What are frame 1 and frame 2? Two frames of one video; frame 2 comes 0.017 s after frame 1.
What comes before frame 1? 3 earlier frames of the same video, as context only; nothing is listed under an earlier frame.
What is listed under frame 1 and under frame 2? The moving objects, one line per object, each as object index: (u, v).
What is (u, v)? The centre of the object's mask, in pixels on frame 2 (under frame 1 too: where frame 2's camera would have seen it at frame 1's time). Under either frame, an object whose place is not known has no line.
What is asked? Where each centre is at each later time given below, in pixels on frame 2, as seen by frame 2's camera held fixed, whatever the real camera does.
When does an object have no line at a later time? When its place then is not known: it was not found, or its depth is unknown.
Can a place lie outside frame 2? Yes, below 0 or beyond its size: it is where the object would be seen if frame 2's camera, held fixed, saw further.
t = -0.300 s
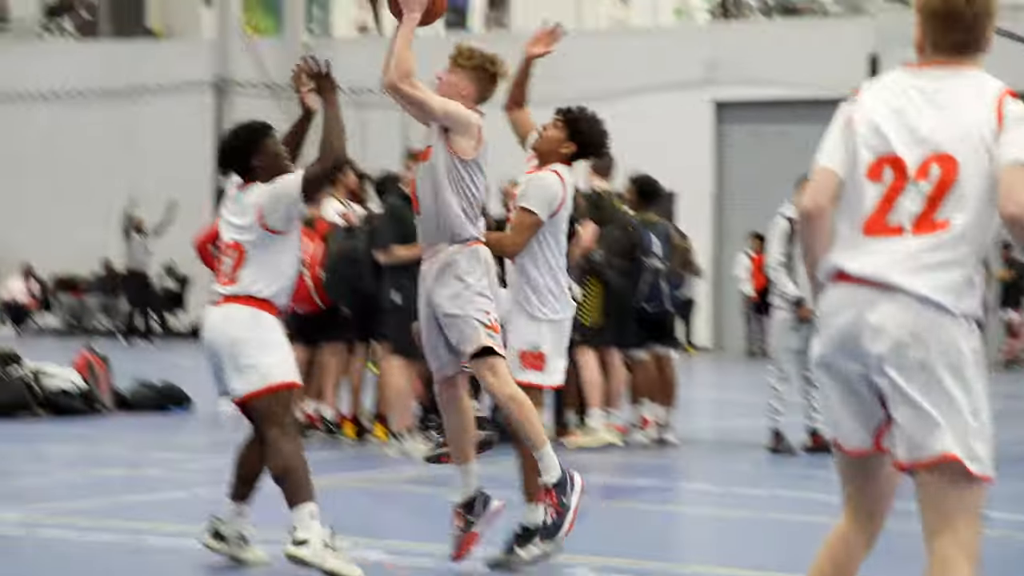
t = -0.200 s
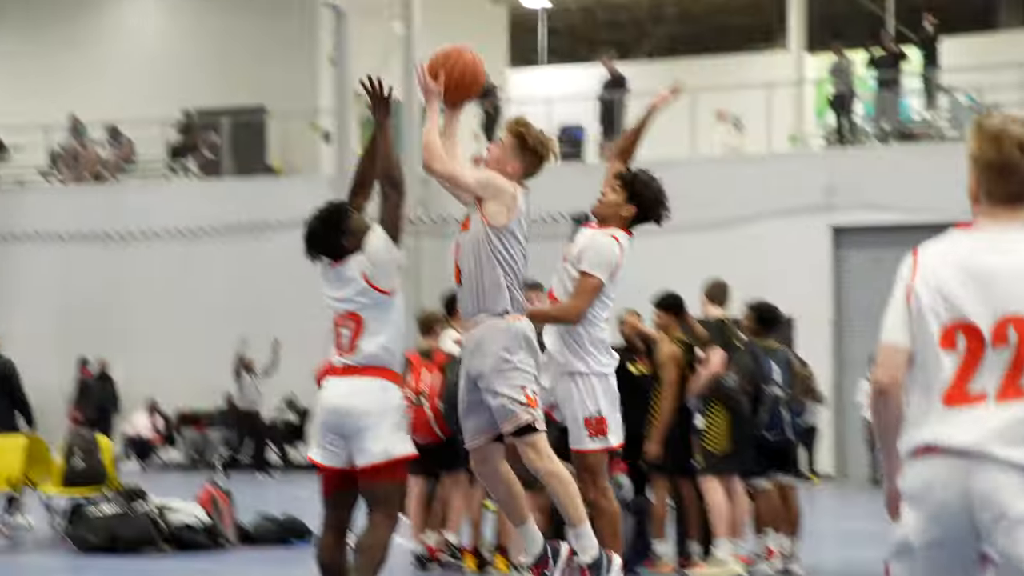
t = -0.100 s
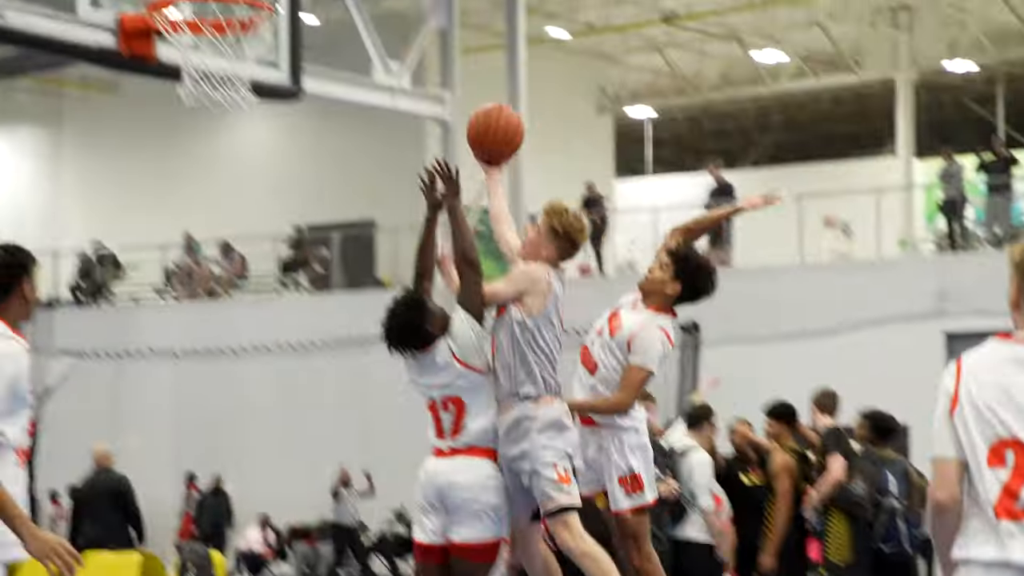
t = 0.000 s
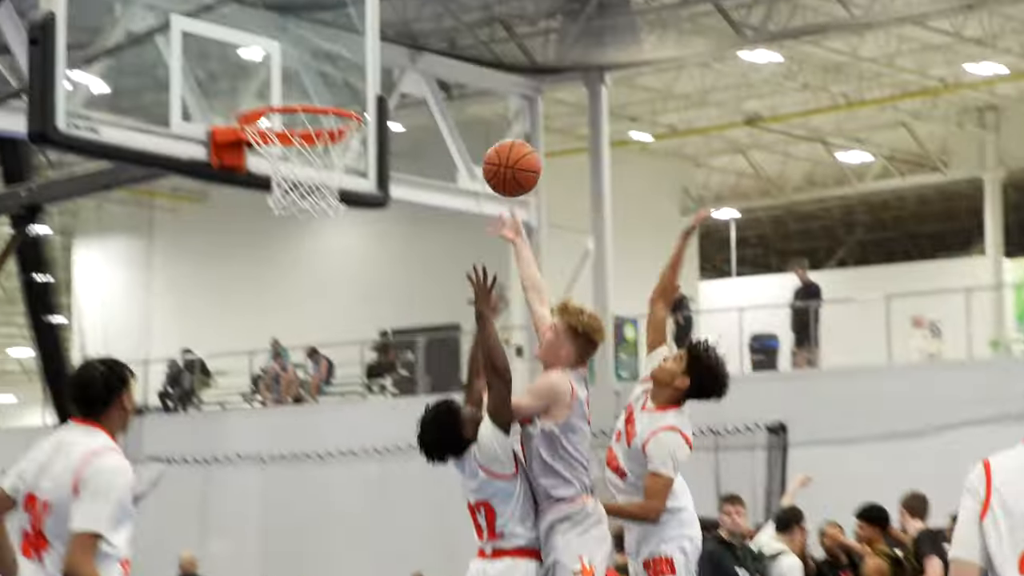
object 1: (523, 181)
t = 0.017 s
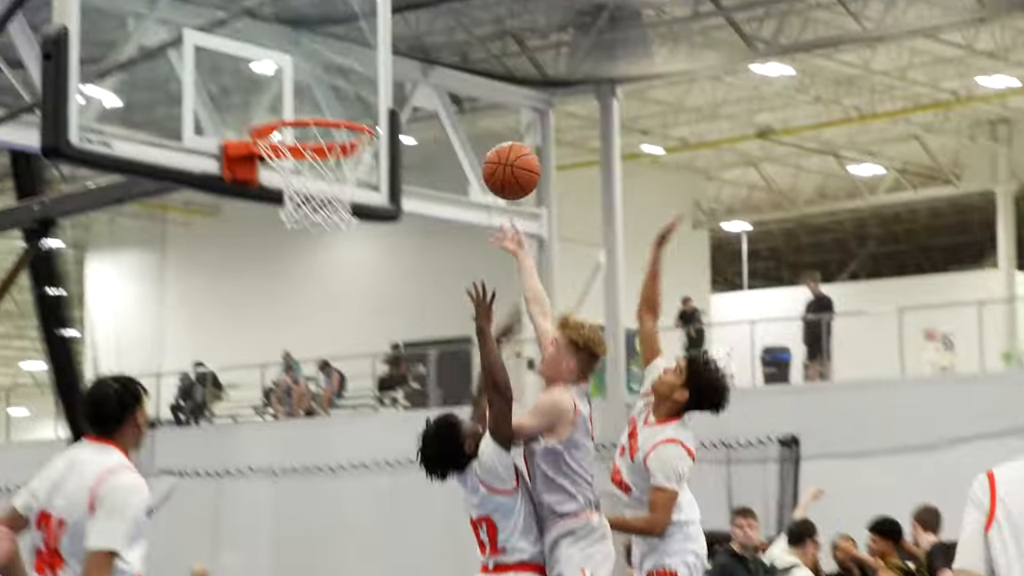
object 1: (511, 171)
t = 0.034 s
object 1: (499, 161)
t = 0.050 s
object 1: (487, 152)
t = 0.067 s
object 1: (474, 143)
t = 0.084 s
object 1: (462, 136)
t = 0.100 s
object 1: (450, 129)
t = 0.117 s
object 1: (437, 122)
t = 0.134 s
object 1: (425, 116)
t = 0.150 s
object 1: (412, 111)
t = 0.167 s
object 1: (400, 107)
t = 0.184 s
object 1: (387, 103)
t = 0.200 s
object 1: (375, 99)
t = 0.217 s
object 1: (362, 97)
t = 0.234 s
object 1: (349, 95)
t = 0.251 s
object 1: (336, 93)
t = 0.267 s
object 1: (323, 93)
